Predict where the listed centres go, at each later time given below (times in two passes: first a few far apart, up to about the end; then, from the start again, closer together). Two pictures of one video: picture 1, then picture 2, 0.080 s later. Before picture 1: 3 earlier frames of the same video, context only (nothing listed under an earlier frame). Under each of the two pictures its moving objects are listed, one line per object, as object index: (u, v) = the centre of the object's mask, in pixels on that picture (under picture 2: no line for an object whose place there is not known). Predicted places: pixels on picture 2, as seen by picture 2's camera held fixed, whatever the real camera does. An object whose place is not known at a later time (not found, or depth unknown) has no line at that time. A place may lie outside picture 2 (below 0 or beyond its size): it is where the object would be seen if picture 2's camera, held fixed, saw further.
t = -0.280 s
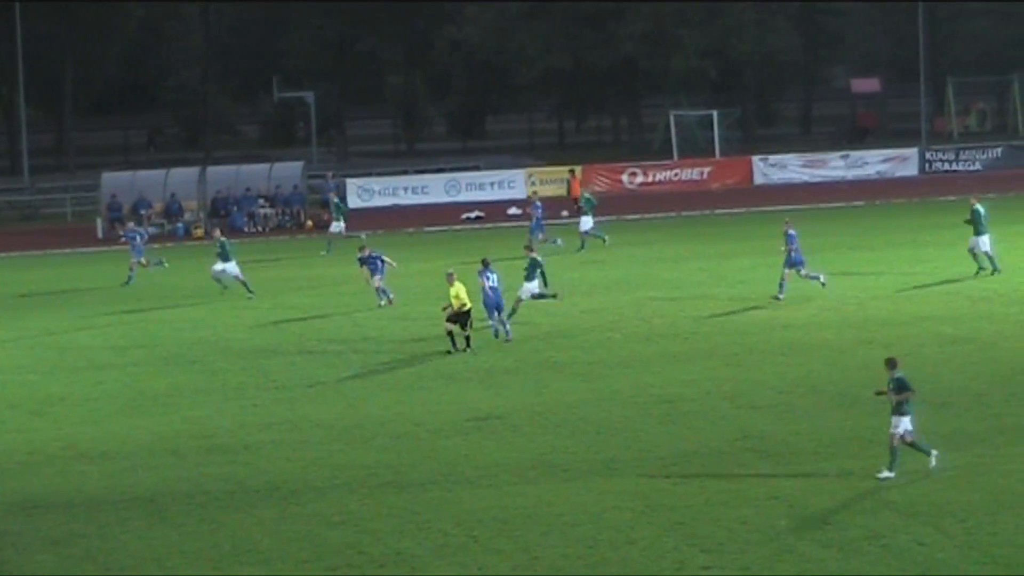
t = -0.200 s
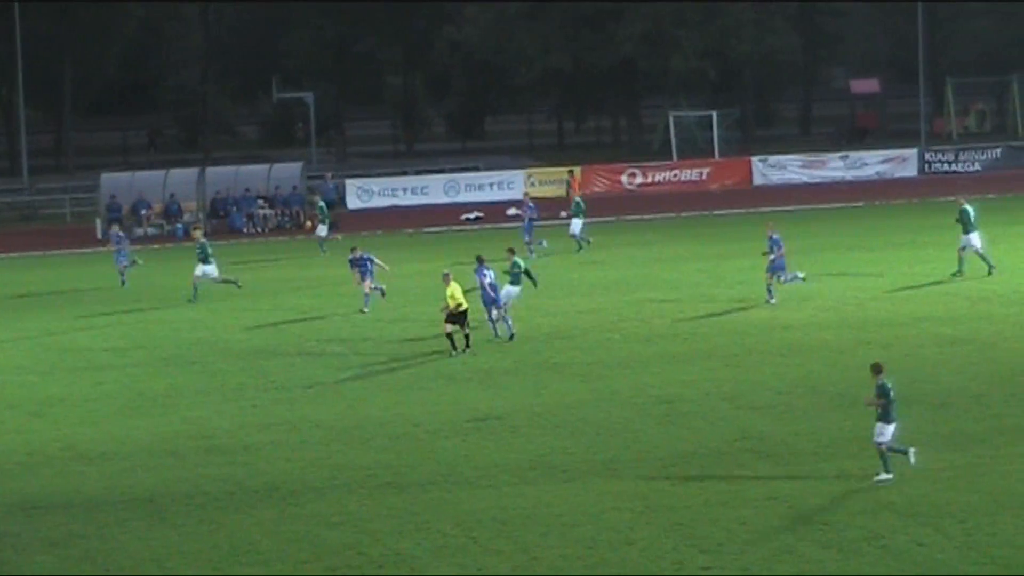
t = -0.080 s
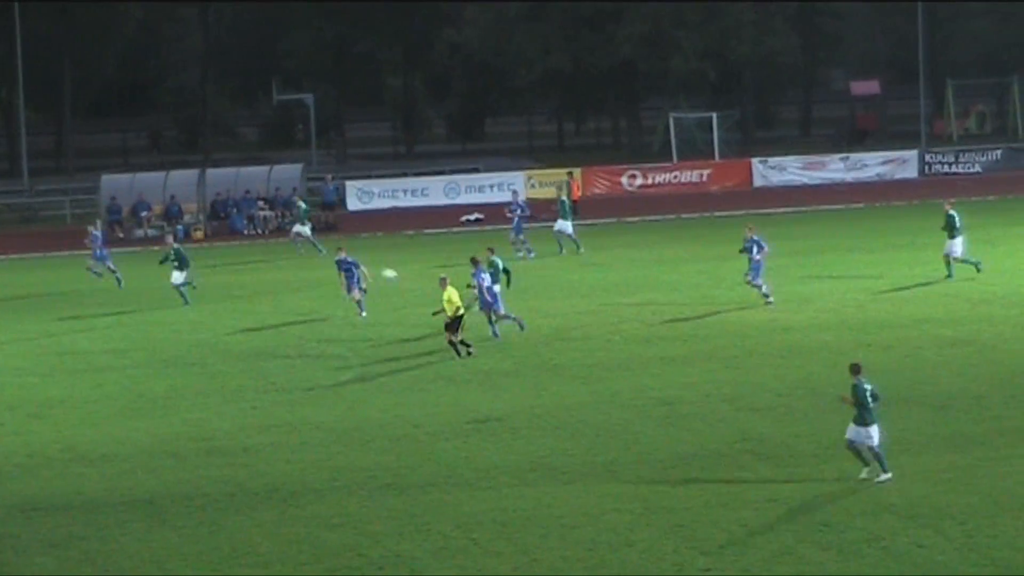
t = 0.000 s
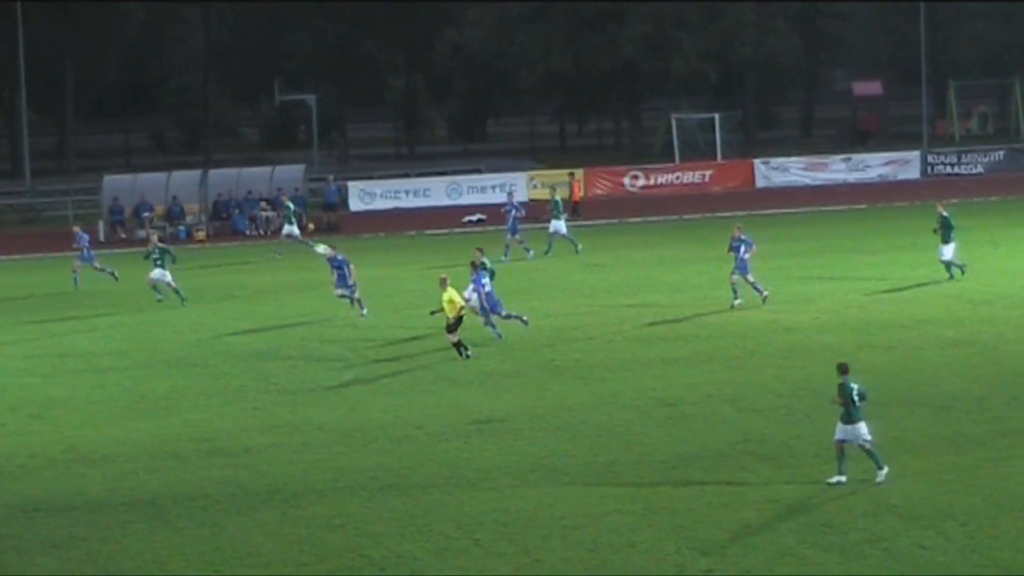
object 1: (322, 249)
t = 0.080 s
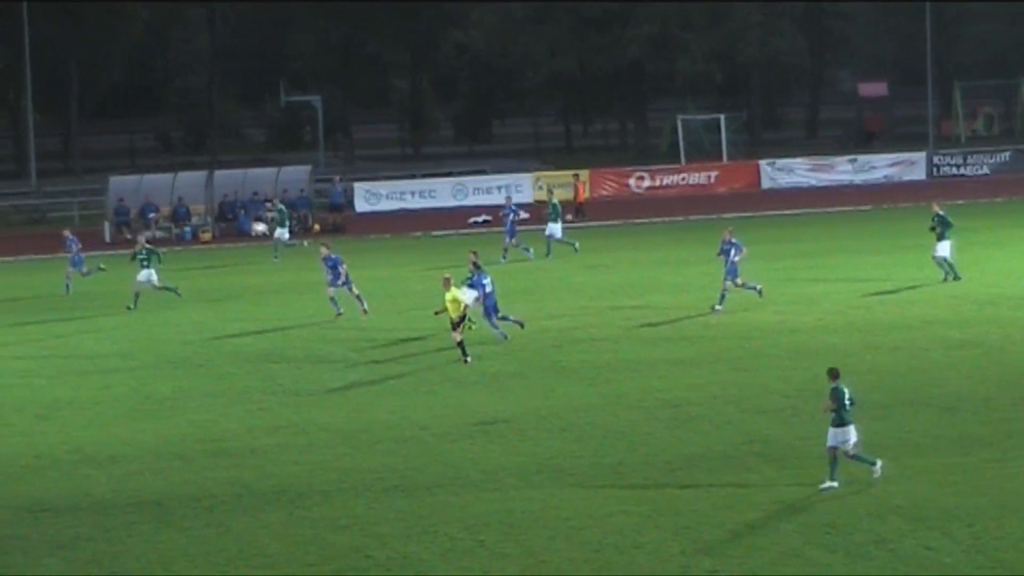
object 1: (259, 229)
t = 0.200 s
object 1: (161, 200)
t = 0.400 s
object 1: (-2, 170)
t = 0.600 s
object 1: (-170, 156)
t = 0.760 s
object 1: (-302, 160)
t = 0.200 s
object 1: (161, 200)
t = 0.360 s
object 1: (31, 174)
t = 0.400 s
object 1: (-2, 170)
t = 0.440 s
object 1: (-35, 165)
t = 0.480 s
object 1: (-69, 161)
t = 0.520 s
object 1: (-102, 159)
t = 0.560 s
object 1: (-136, 157)
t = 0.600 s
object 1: (-170, 156)
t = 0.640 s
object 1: (-204, 155)
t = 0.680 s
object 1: (-237, 156)
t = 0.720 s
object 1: (-270, 158)
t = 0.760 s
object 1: (-302, 160)
